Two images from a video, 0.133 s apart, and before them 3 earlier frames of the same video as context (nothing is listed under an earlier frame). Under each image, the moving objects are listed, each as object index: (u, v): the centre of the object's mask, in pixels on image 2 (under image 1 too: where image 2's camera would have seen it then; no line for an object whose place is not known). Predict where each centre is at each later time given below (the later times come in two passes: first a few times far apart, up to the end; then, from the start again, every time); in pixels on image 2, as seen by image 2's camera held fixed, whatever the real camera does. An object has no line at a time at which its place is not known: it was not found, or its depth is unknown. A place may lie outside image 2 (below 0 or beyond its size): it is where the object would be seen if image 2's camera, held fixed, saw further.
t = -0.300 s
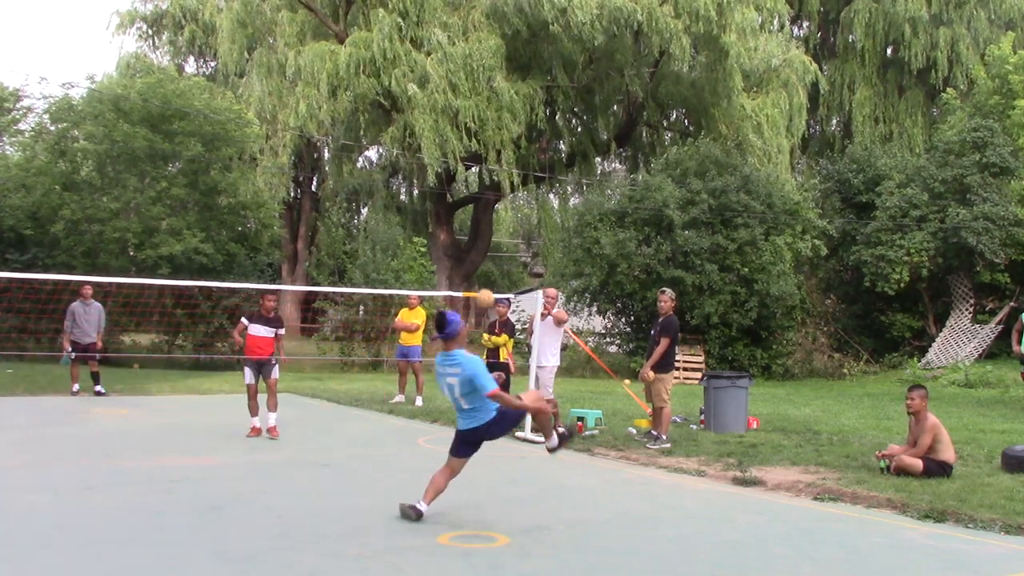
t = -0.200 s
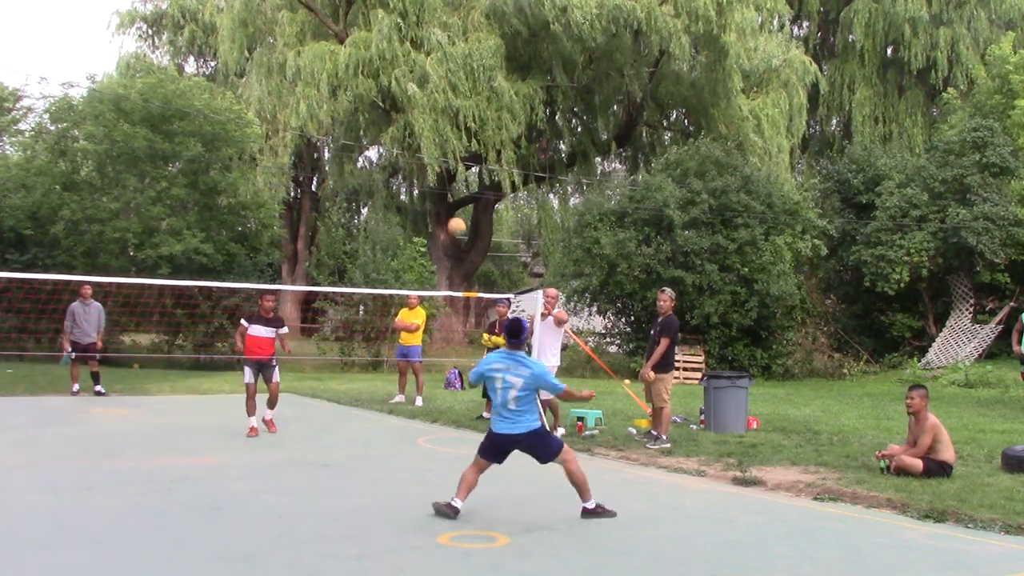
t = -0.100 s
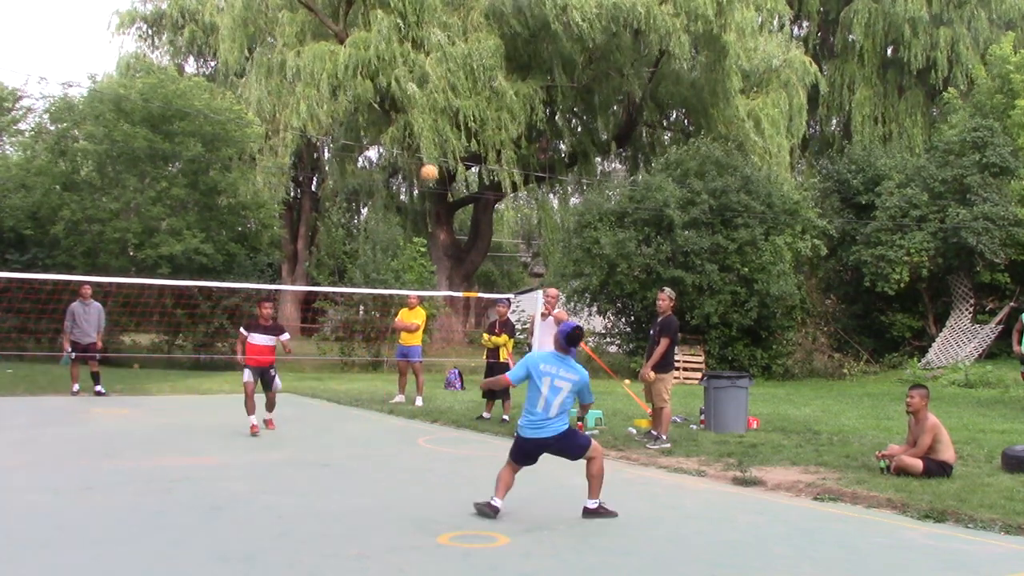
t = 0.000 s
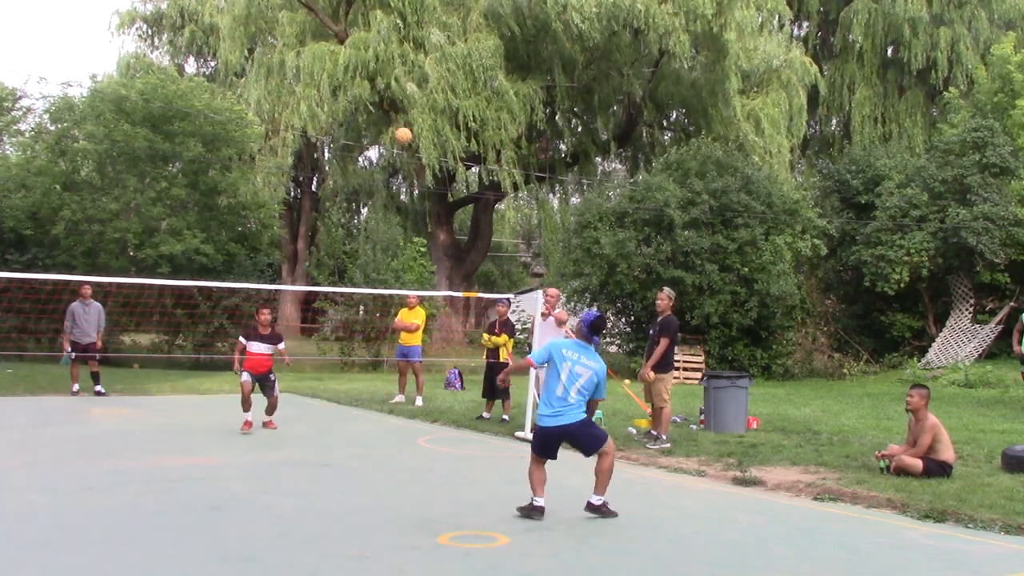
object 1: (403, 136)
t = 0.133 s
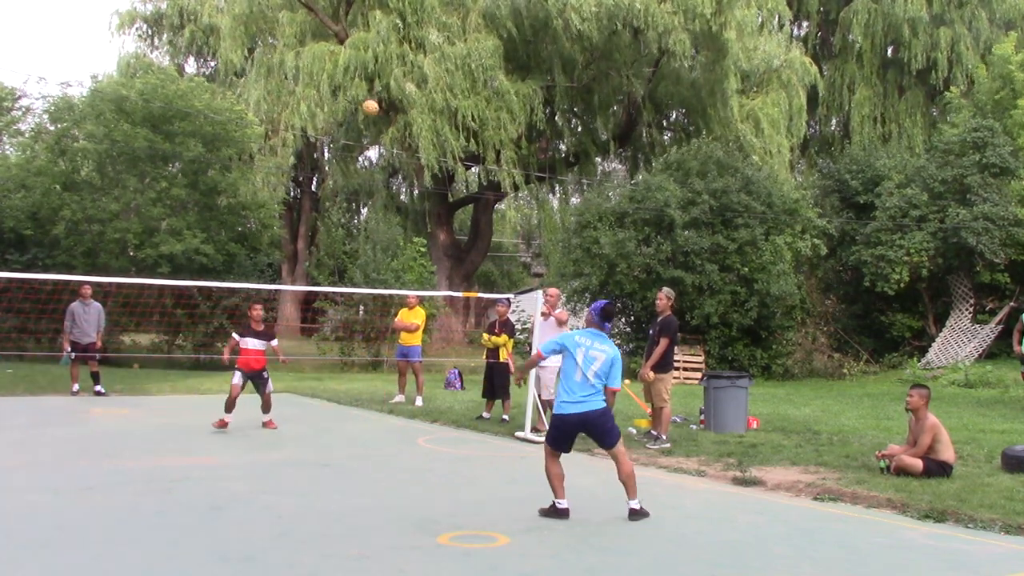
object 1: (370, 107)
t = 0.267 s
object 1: (340, 101)
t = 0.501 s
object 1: (289, 139)
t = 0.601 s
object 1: (269, 169)
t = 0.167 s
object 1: (362, 104)
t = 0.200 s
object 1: (354, 101)
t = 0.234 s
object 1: (347, 101)
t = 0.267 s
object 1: (340, 101)
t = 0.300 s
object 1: (332, 102)
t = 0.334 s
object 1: (325, 106)
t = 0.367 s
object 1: (317, 110)
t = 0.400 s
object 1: (311, 115)
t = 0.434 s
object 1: (303, 122)
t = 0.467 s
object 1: (296, 130)
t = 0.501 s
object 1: (289, 139)
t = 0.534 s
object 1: (282, 147)
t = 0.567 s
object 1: (275, 159)
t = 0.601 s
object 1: (269, 169)
